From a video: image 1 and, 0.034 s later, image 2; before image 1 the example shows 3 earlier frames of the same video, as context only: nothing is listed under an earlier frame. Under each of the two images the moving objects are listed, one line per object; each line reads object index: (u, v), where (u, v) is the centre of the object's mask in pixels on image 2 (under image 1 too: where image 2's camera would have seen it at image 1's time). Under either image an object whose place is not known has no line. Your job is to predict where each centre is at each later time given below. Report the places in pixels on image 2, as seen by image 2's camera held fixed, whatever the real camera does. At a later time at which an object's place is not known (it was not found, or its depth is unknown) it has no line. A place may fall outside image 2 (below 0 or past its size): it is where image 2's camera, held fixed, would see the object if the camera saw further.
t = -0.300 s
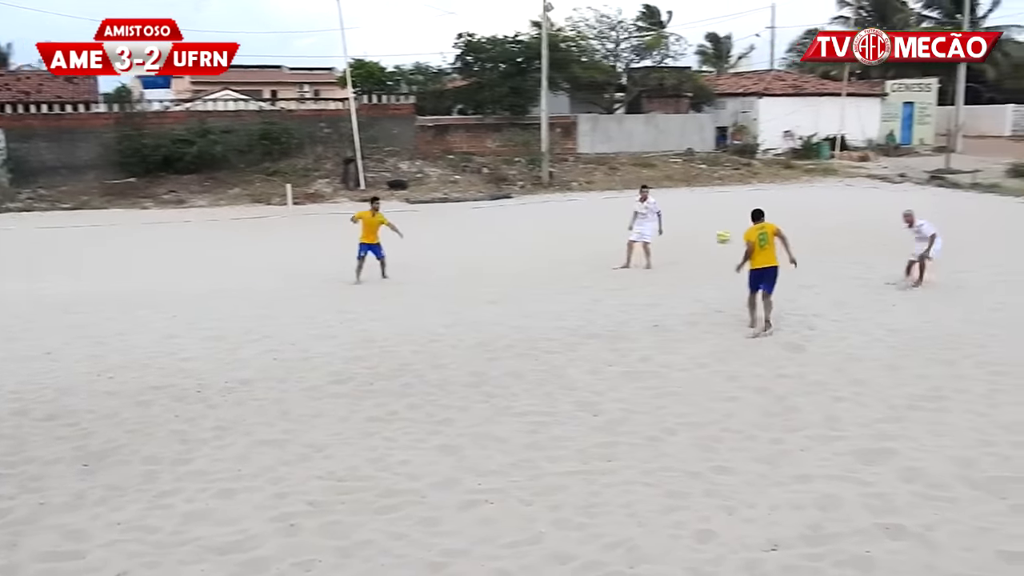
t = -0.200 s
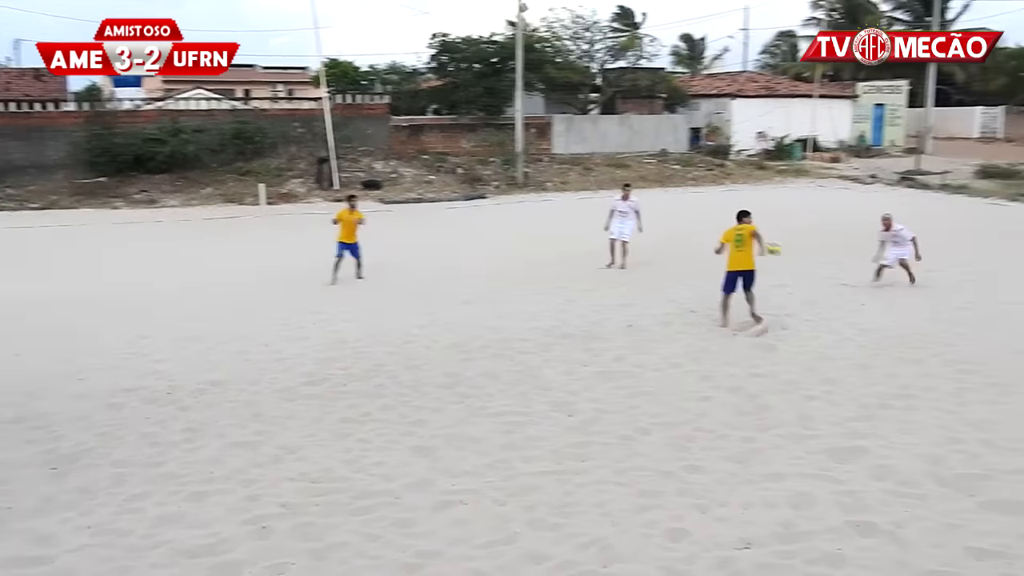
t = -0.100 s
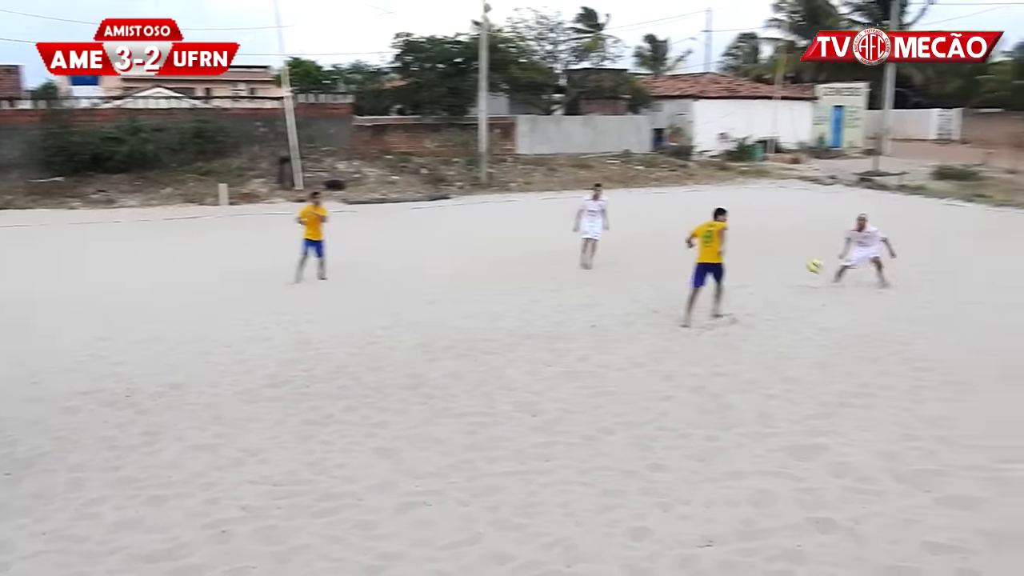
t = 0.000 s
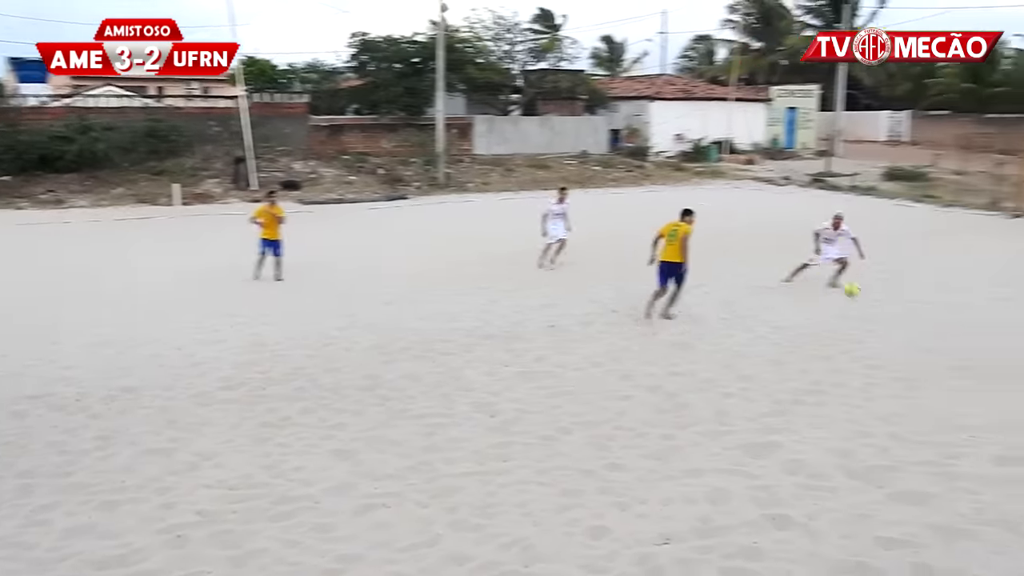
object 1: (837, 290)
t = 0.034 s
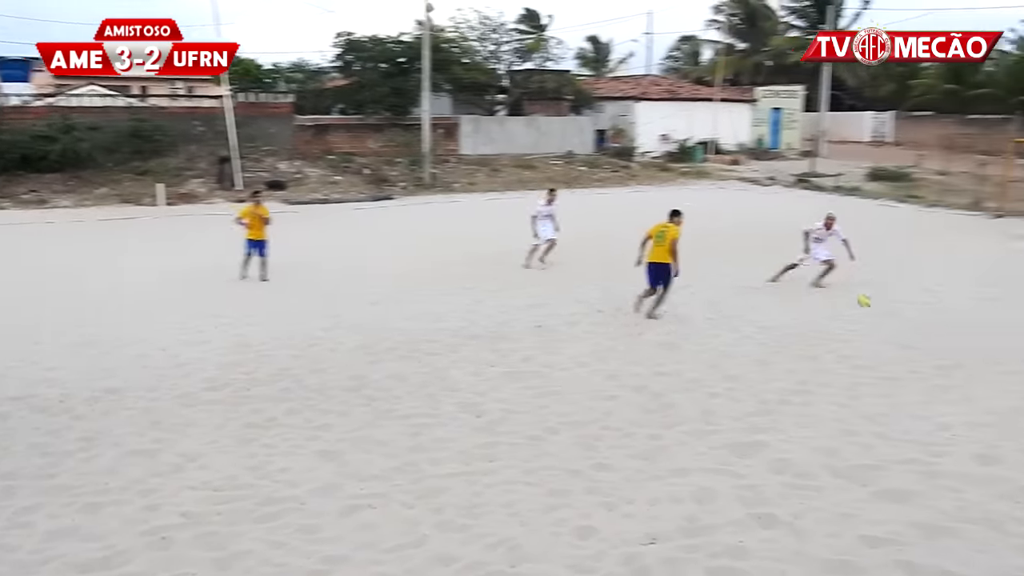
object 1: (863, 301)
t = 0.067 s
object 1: (894, 314)
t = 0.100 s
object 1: (923, 325)
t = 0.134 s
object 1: (955, 341)
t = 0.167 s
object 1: (976, 342)
